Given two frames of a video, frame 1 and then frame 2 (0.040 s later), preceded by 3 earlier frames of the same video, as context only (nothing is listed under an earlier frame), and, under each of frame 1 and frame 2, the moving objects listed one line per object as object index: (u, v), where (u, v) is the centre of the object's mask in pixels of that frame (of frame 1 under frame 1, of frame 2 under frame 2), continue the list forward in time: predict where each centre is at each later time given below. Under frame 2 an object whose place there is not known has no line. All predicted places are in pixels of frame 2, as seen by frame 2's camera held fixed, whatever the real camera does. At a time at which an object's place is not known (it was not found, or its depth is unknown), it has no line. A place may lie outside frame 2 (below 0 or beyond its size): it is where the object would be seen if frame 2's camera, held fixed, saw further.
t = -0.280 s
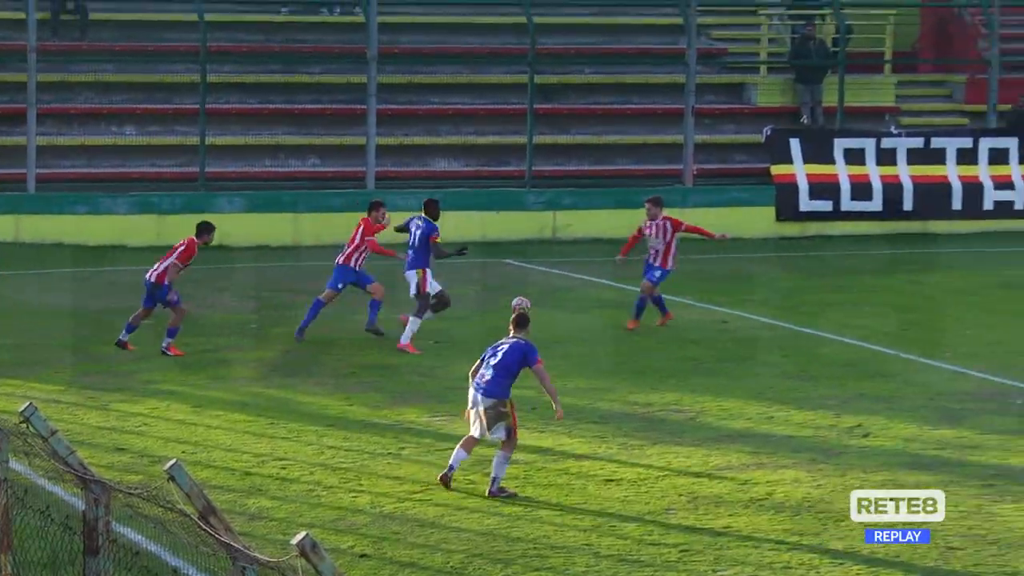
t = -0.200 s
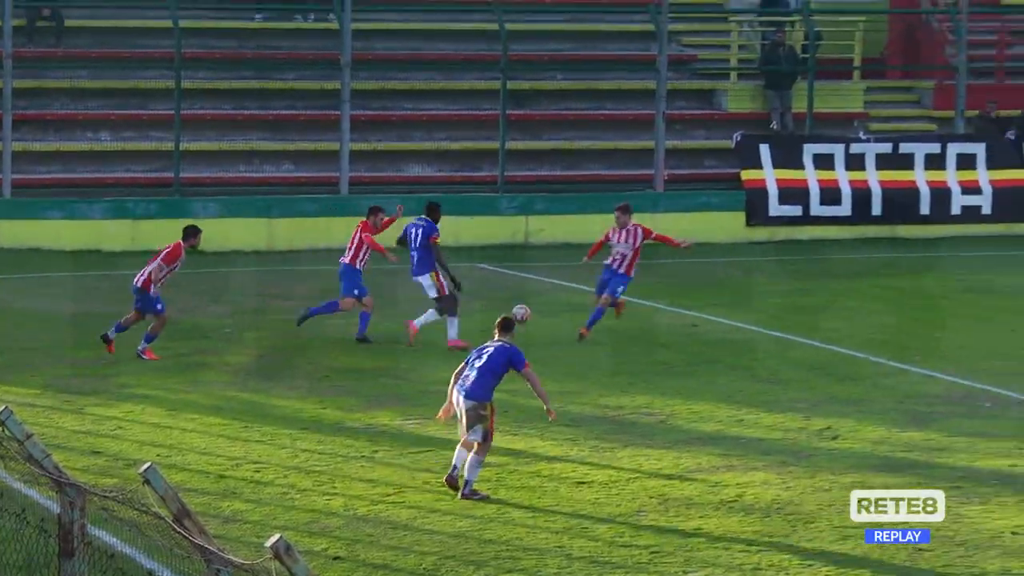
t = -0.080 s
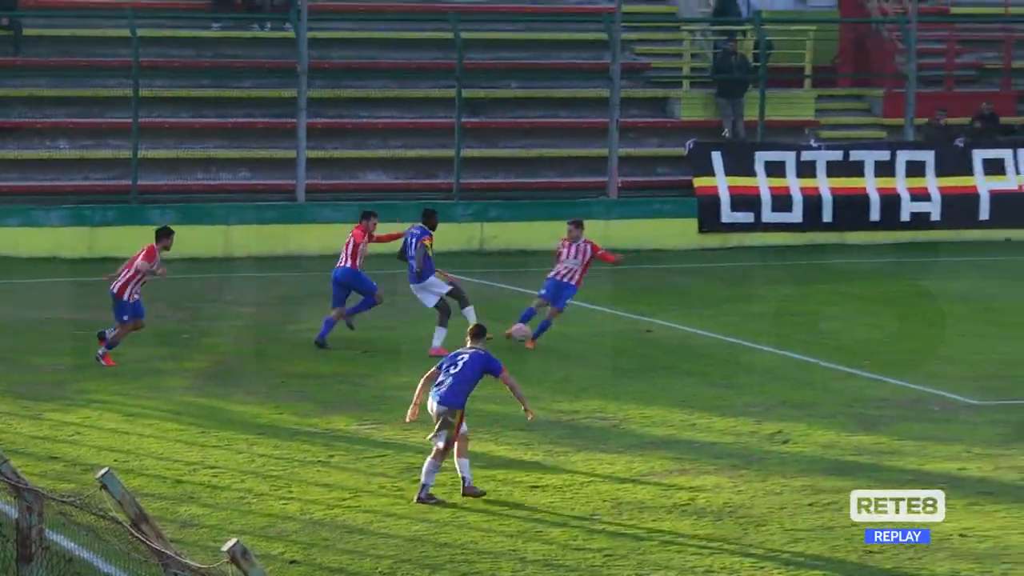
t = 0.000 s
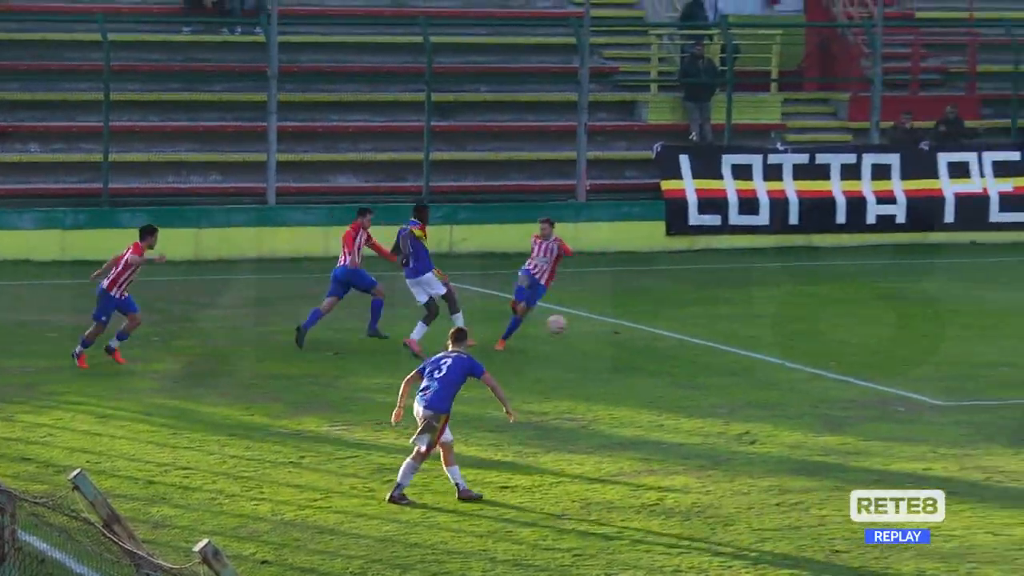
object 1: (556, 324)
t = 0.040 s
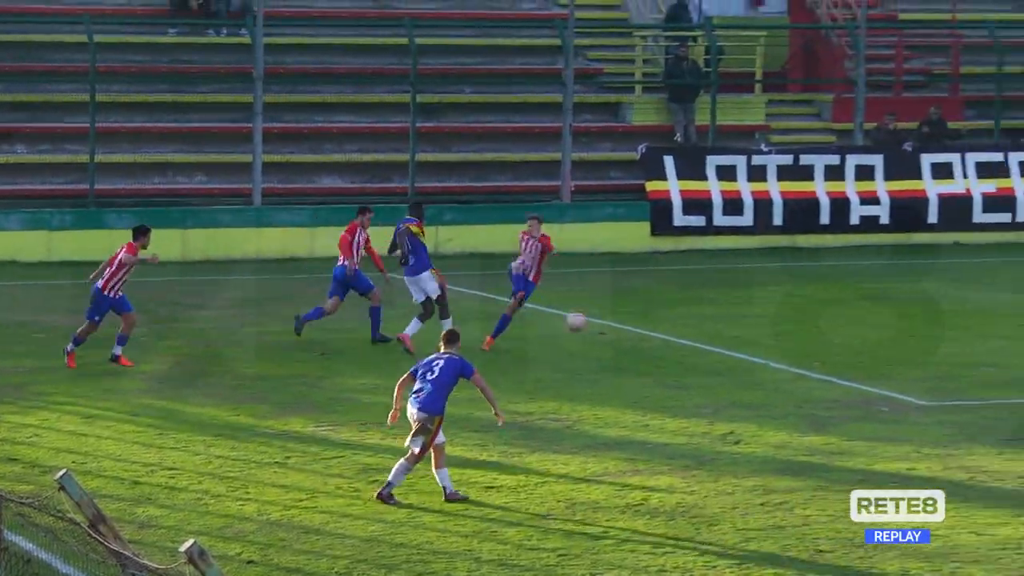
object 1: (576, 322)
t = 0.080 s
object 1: (609, 320)
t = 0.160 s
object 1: (679, 321)
